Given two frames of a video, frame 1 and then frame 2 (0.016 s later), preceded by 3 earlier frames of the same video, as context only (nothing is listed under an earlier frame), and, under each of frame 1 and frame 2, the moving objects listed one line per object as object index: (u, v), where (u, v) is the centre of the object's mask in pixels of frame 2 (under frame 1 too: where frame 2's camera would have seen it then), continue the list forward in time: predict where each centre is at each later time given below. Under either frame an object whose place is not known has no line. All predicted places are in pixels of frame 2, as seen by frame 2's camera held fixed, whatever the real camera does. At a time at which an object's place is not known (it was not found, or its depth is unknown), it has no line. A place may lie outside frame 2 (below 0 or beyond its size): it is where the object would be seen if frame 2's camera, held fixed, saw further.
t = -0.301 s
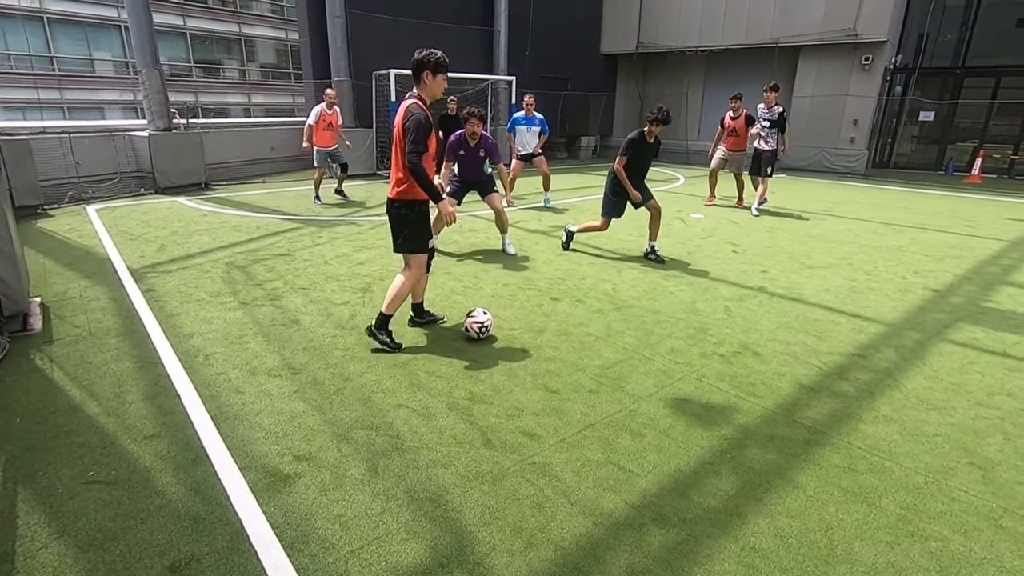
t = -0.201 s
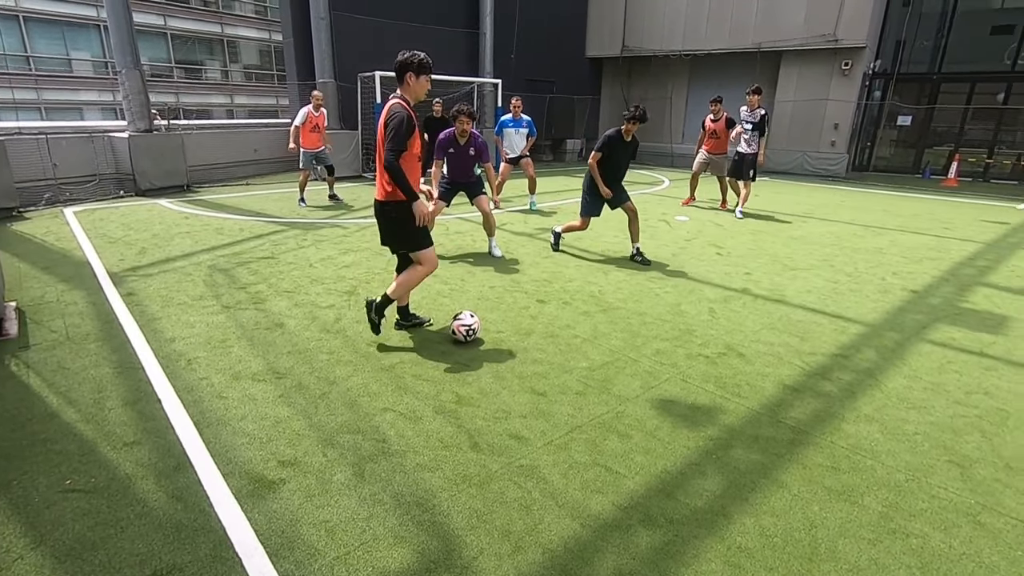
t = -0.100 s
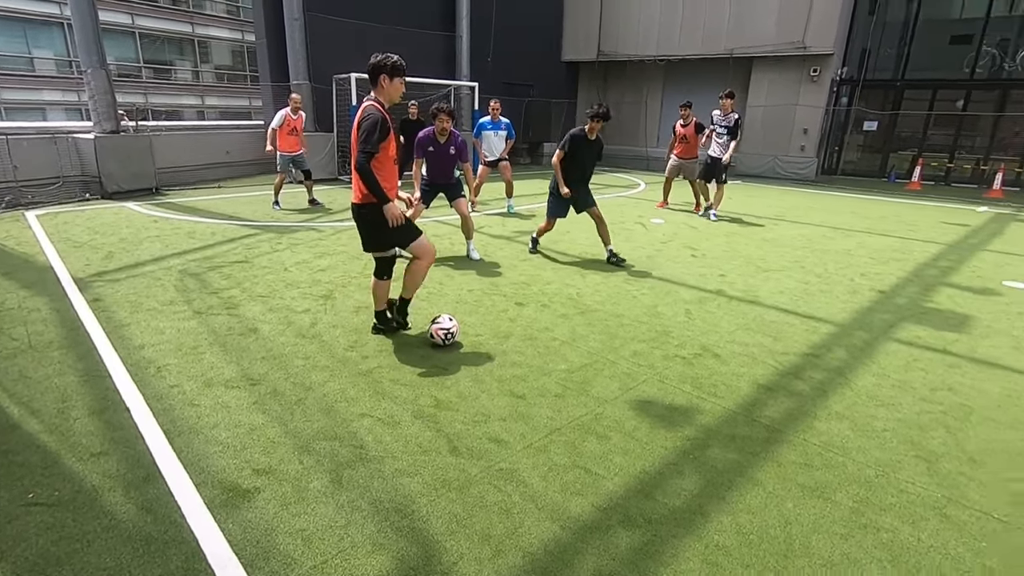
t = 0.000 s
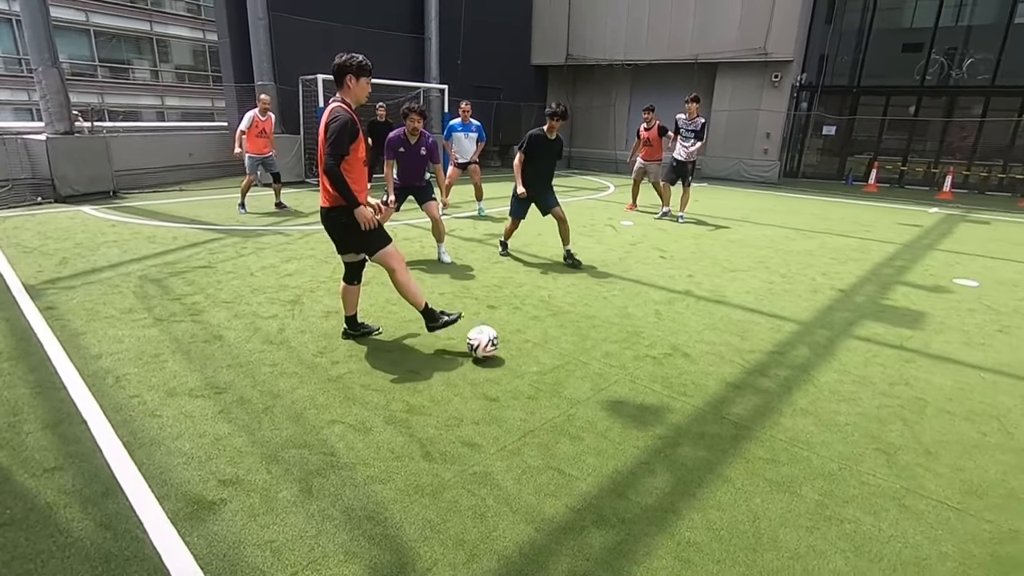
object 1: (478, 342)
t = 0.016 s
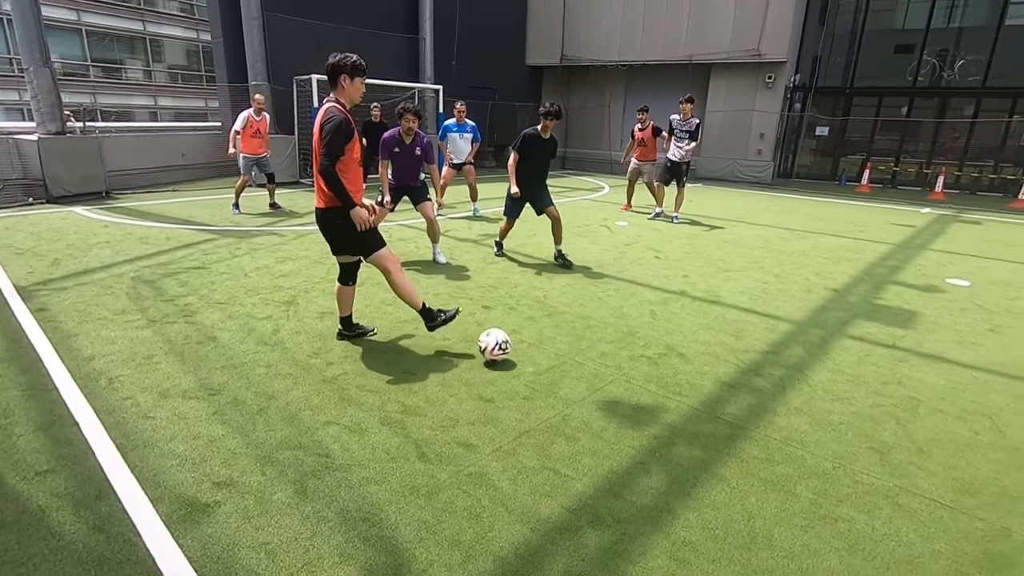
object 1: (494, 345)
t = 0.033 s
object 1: (510, 347)
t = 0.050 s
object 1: (527, 351)
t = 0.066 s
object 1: (544, 355)
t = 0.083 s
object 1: (560, 356)
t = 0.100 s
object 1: (578, 358)
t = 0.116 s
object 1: (595, 361)
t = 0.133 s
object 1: (613, 364)
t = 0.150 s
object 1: (631, 367)
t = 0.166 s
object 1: (649, 371)
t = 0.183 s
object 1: (667, 373)
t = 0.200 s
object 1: (686, 376)
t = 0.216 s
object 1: (704, 378)
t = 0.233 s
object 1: (723, 382)
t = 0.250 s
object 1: (741, 384)
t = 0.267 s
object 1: (760, 387)
